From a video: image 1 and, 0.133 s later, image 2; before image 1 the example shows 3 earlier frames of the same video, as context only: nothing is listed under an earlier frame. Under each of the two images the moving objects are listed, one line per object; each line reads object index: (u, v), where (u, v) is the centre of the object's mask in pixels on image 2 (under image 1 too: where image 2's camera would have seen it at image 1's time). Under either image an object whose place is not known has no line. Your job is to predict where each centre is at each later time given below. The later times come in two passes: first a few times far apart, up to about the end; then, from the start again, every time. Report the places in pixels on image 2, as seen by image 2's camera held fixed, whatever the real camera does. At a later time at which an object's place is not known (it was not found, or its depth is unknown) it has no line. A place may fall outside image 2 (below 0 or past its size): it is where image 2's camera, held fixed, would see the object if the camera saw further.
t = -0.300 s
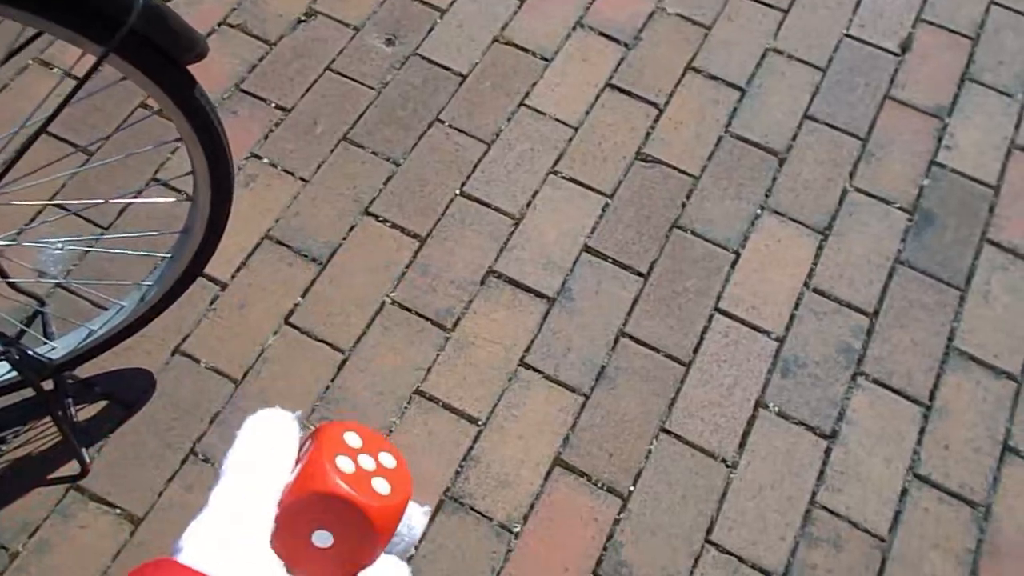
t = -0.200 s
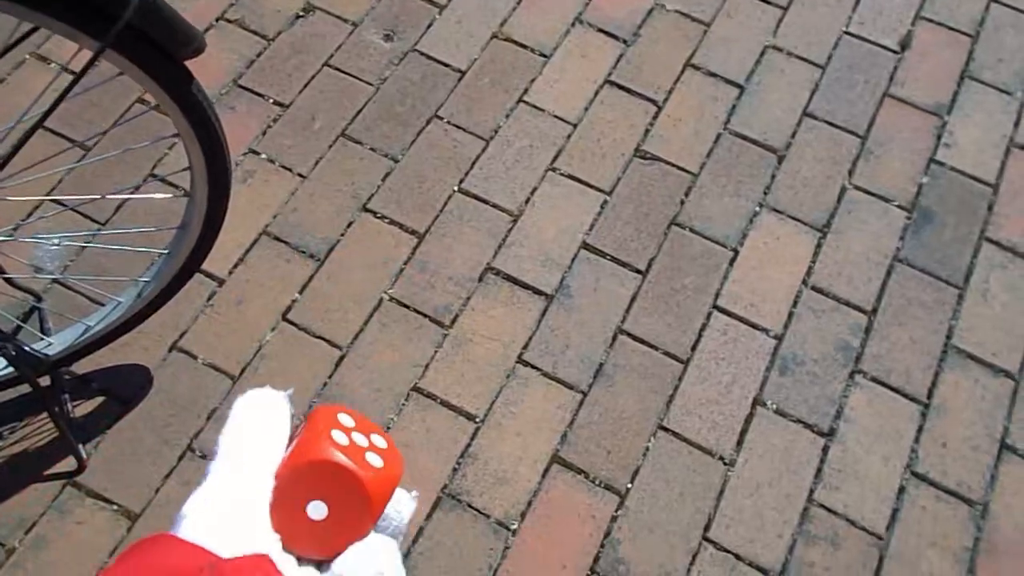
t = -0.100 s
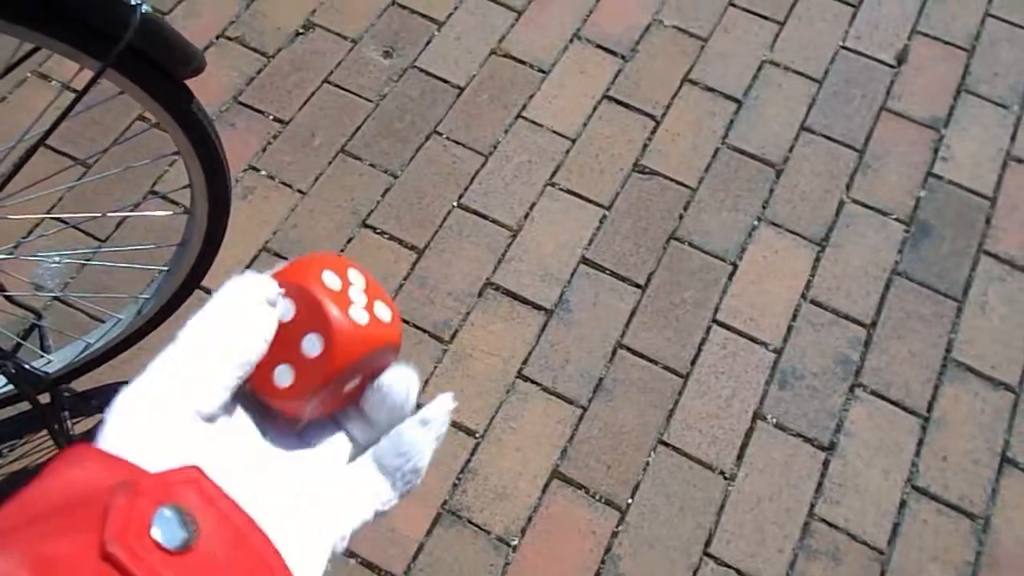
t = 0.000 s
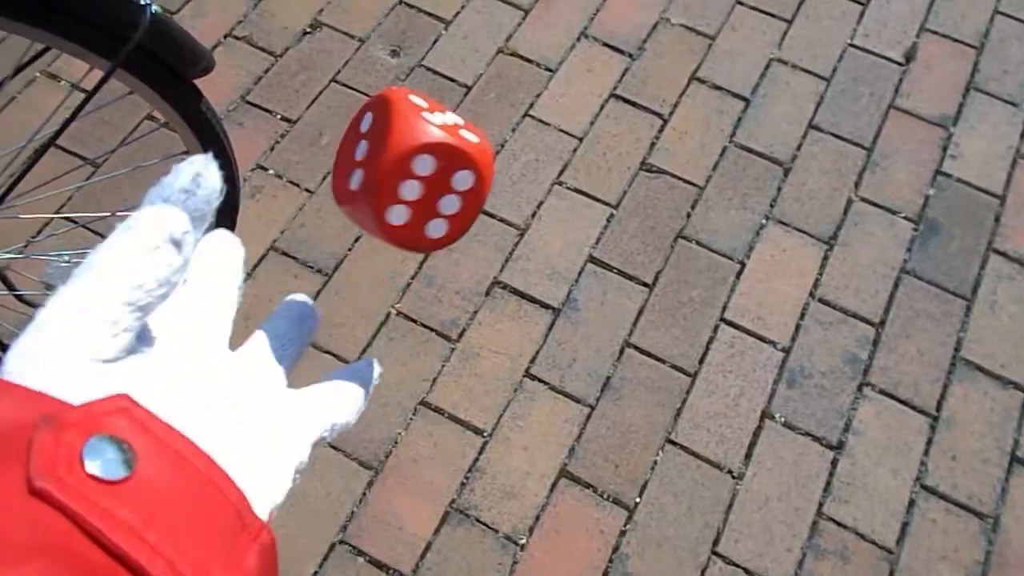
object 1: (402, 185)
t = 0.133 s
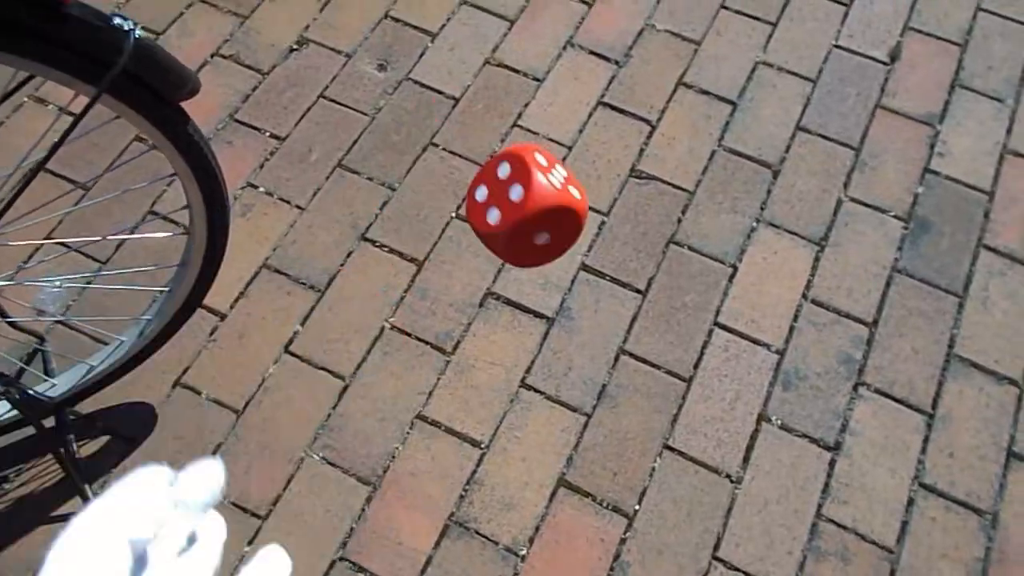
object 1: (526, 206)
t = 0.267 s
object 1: (595, 334)
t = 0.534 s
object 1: (700, 375)
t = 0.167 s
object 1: (549, 238)
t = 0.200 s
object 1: (567, 269)
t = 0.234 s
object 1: (583, 302)
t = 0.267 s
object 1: (595, 334)
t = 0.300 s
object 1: (606, 365)
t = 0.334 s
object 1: (612, 395)
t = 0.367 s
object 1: (618, 422)
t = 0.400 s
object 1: (628, 429)
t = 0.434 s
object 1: (645, 412)
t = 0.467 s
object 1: (664, 396)
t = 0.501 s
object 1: (682, 383)
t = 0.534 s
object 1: (700, 375)
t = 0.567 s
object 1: (717, 372)
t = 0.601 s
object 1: (732, 370)
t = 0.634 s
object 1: (746, 374)
